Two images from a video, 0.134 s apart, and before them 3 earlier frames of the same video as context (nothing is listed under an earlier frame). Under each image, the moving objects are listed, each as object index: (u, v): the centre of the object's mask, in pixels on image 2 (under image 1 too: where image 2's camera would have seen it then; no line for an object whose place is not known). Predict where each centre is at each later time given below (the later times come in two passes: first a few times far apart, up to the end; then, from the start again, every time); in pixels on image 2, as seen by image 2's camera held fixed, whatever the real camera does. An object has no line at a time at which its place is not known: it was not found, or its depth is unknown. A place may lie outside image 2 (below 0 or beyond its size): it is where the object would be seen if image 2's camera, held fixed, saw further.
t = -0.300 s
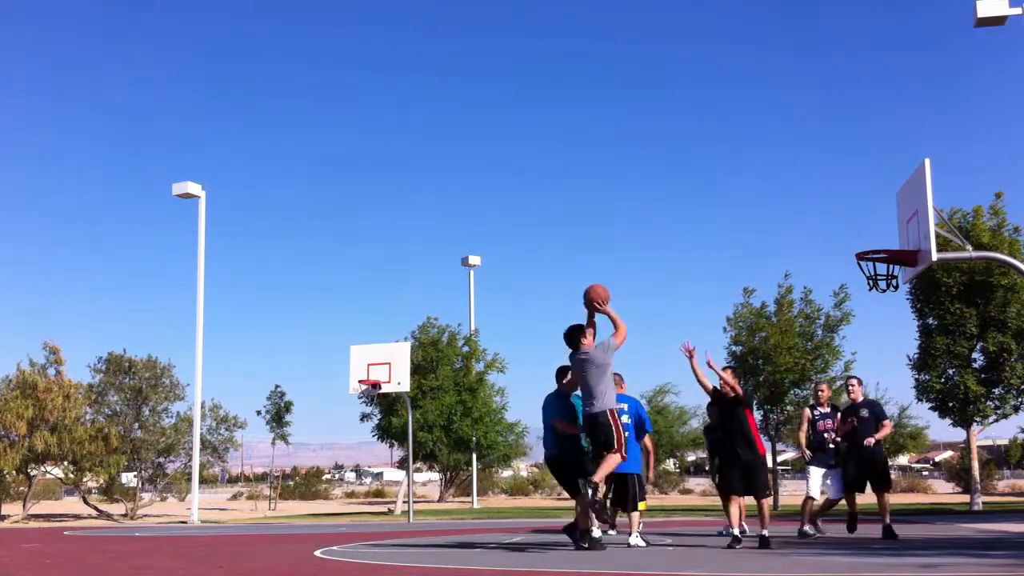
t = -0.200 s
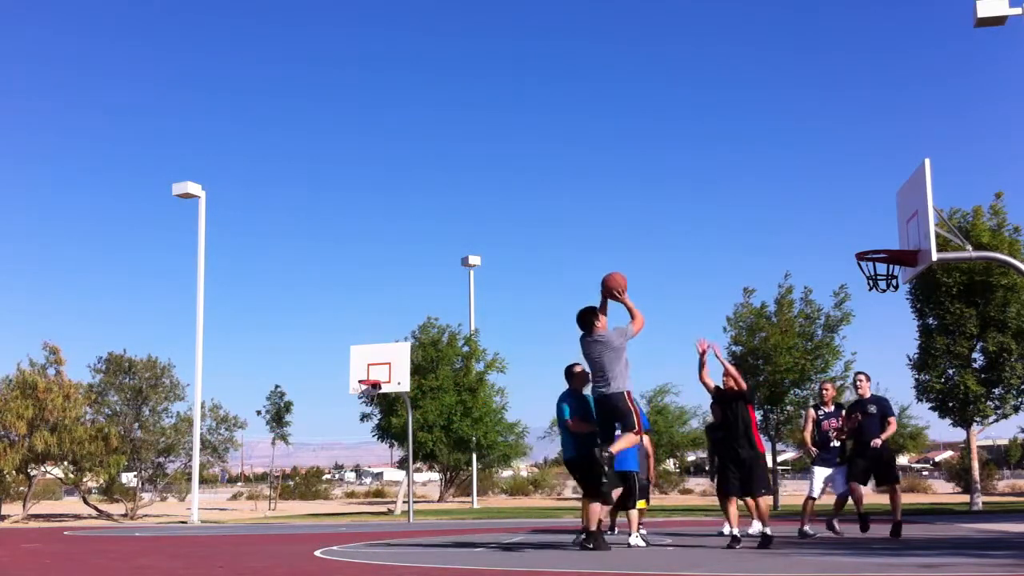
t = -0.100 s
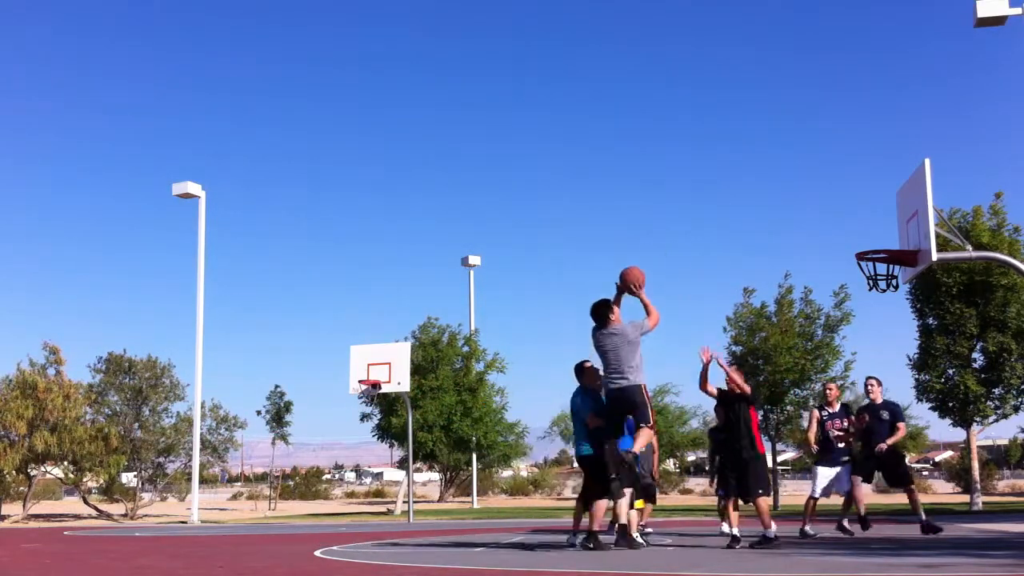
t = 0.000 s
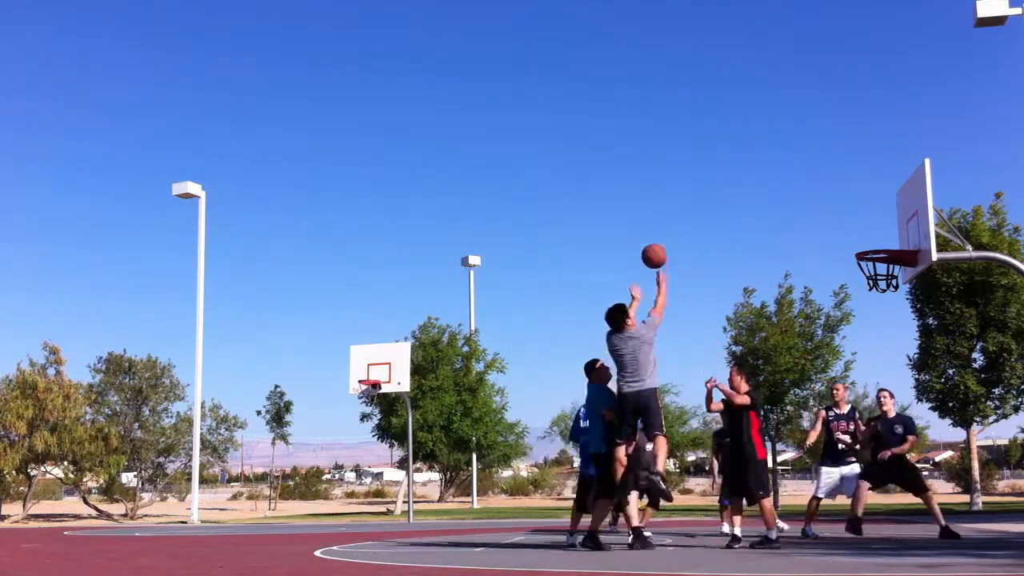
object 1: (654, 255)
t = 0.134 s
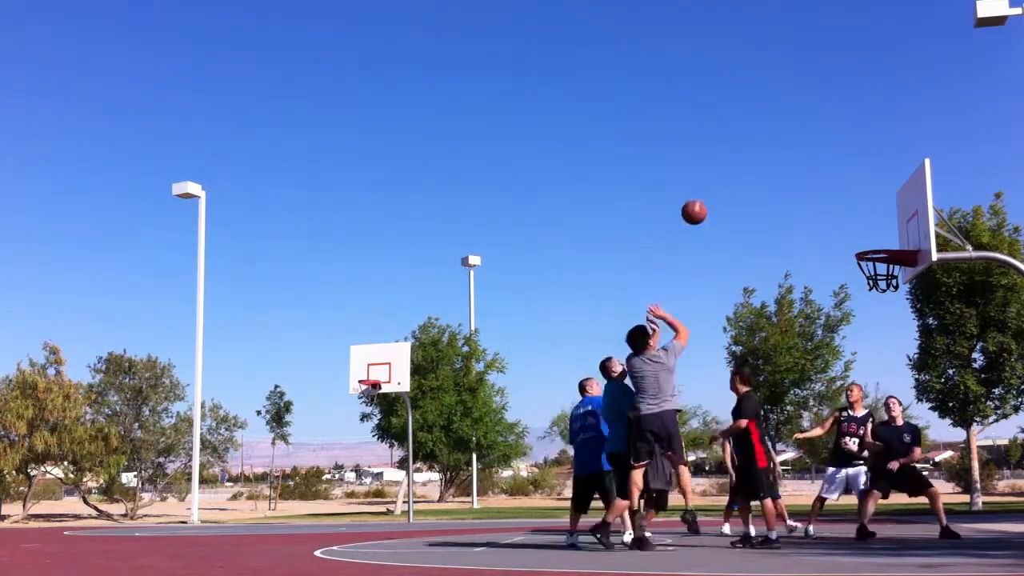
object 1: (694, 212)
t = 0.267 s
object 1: (732, 187)
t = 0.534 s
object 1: (805, 190)
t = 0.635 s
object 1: (832, 207)
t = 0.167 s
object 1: (703, 204)
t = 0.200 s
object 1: (713, 198)
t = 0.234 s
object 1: (723, 192)
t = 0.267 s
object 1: (732, 187)
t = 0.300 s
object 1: (741, 184)
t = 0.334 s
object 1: (751, 182)
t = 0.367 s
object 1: (759, 181)
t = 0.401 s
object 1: (769, 181)
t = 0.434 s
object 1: (778, 181)
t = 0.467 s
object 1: (787, 183)
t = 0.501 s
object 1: (796, 186)
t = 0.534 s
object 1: (805, 190)
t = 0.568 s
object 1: (814, 194)
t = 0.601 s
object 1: (823, 200)
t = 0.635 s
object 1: (832, 207)
